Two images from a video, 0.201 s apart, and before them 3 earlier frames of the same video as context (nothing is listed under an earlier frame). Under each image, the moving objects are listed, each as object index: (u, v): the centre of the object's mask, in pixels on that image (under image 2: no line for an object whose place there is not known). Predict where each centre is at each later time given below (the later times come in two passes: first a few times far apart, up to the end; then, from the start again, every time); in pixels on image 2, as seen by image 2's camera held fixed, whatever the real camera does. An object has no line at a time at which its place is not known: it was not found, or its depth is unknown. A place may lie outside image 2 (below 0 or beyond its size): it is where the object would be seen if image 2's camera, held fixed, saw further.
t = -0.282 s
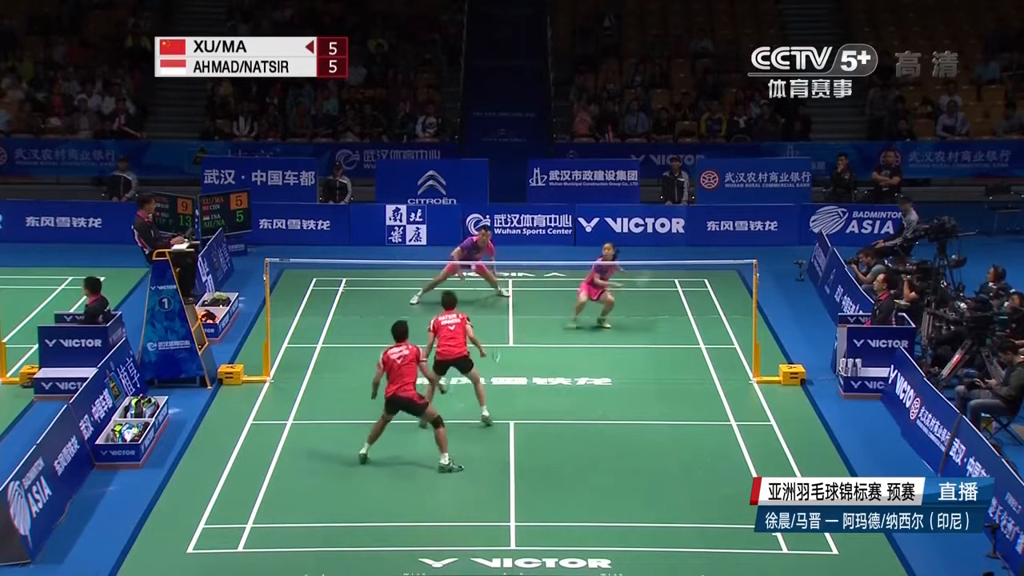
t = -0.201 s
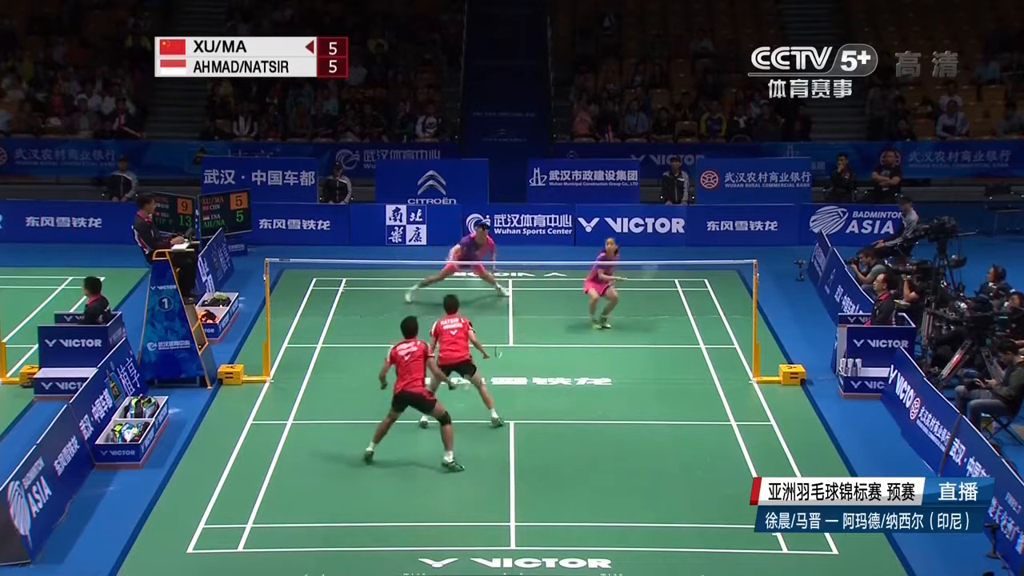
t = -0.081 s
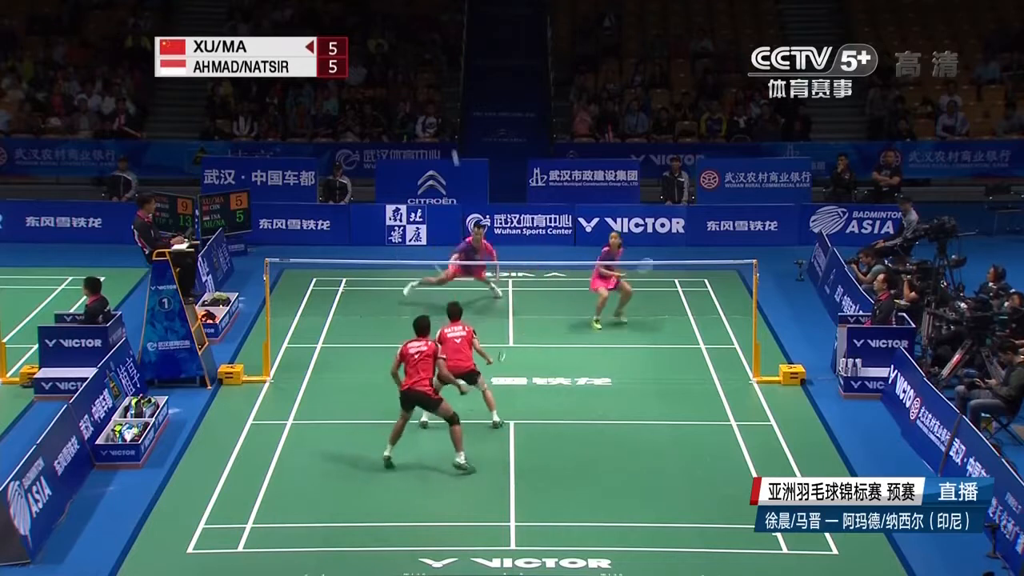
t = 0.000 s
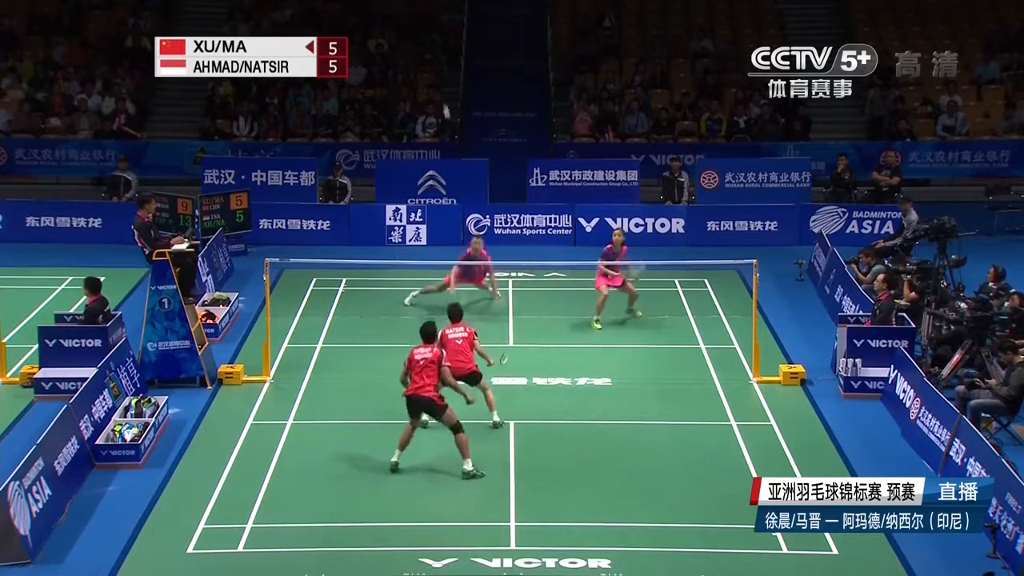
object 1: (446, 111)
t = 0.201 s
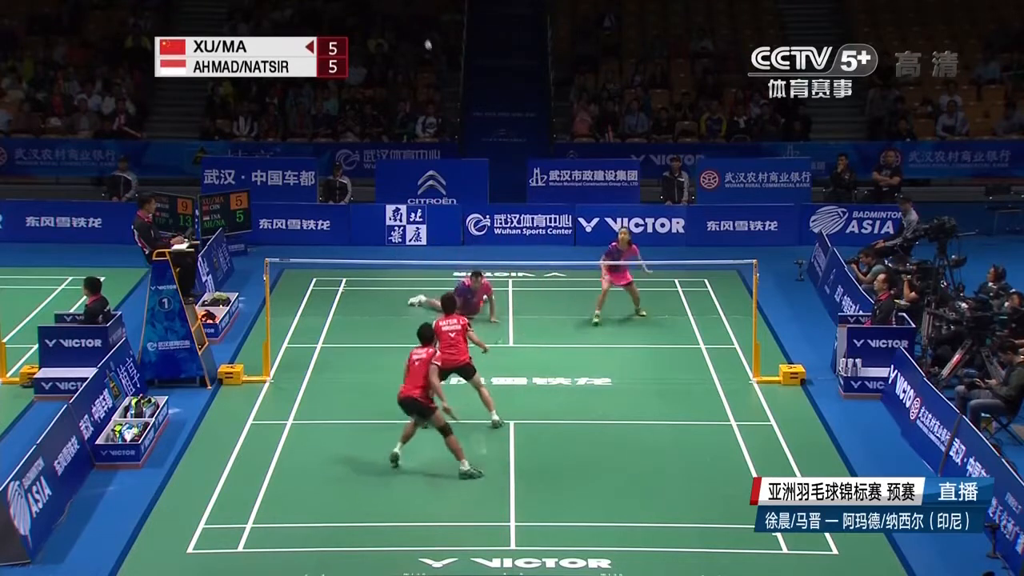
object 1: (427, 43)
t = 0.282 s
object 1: (422, 30)
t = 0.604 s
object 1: (400, 34)
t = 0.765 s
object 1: (389, 69)
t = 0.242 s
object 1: (425, 36)
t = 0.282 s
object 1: (422, 30)
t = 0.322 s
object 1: (419, 25)
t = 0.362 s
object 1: (416, 21)
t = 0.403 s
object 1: (413, 20)
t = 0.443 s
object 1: (411, 20)
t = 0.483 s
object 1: (408, 21)
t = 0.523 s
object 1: (405, 24)
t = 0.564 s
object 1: (402, 28)
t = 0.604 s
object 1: (400, 34)
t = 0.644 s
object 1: (397, 41)
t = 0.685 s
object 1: (395, 49)
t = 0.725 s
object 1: (392, 59)
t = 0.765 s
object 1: (389, 69)
